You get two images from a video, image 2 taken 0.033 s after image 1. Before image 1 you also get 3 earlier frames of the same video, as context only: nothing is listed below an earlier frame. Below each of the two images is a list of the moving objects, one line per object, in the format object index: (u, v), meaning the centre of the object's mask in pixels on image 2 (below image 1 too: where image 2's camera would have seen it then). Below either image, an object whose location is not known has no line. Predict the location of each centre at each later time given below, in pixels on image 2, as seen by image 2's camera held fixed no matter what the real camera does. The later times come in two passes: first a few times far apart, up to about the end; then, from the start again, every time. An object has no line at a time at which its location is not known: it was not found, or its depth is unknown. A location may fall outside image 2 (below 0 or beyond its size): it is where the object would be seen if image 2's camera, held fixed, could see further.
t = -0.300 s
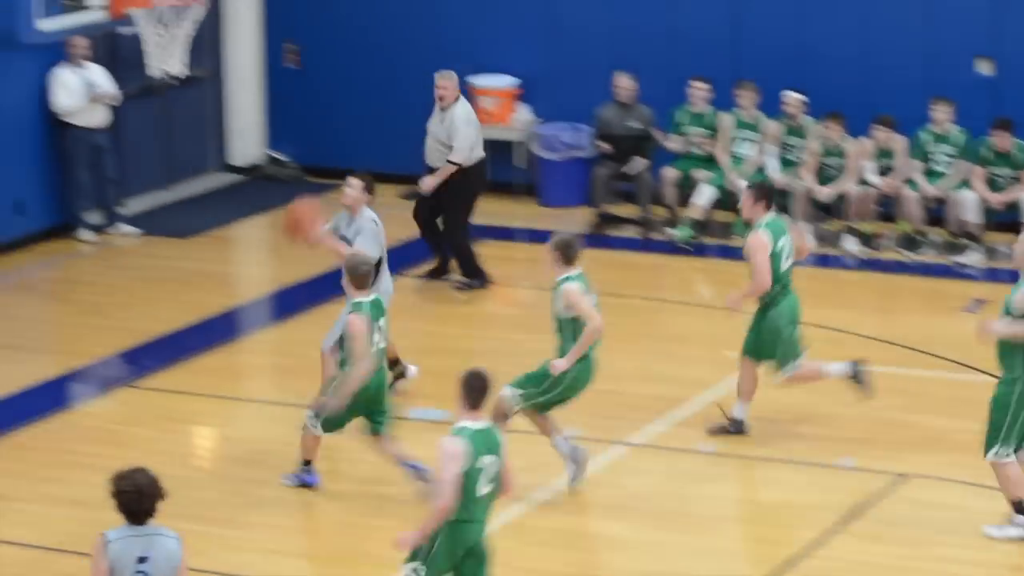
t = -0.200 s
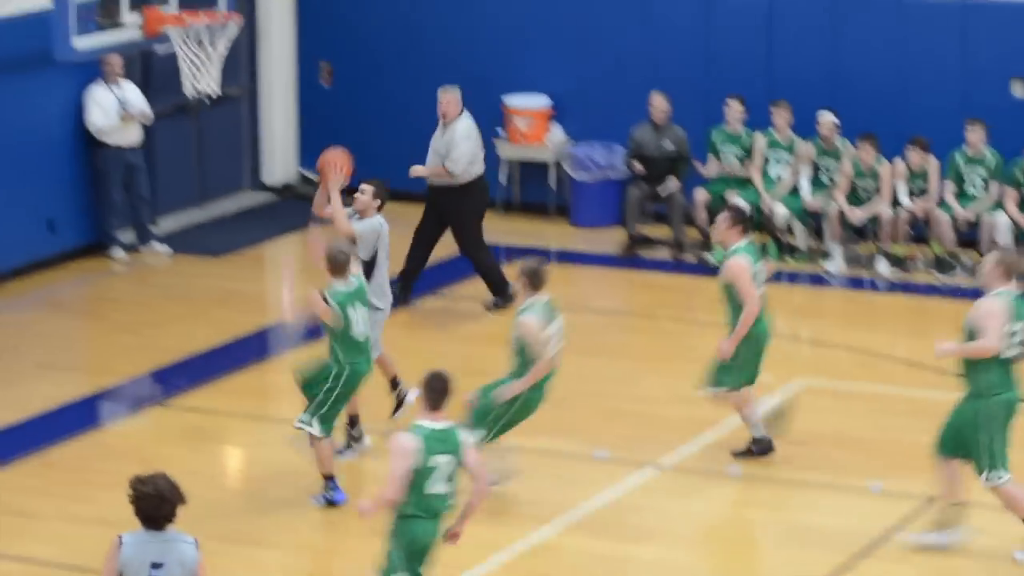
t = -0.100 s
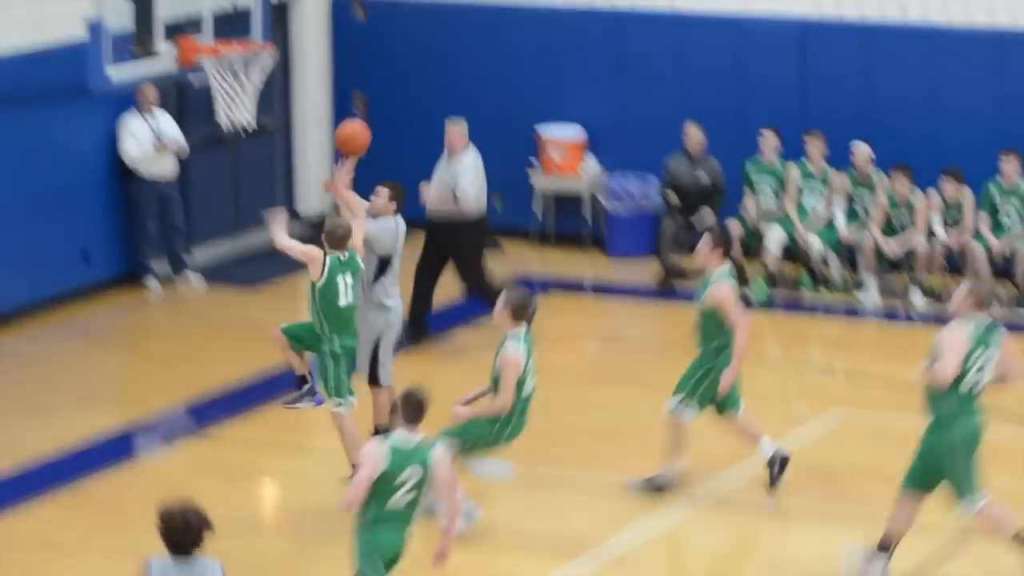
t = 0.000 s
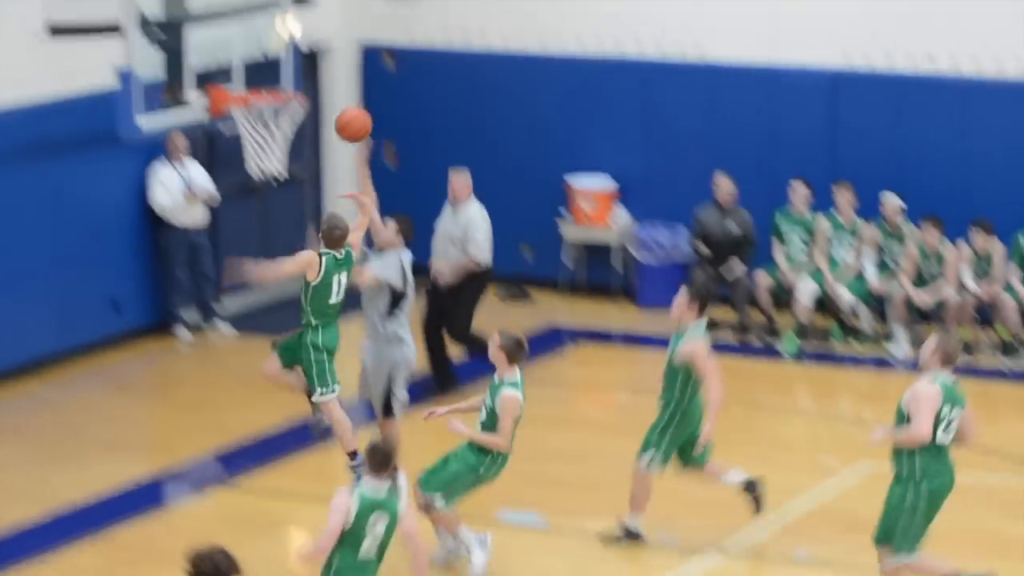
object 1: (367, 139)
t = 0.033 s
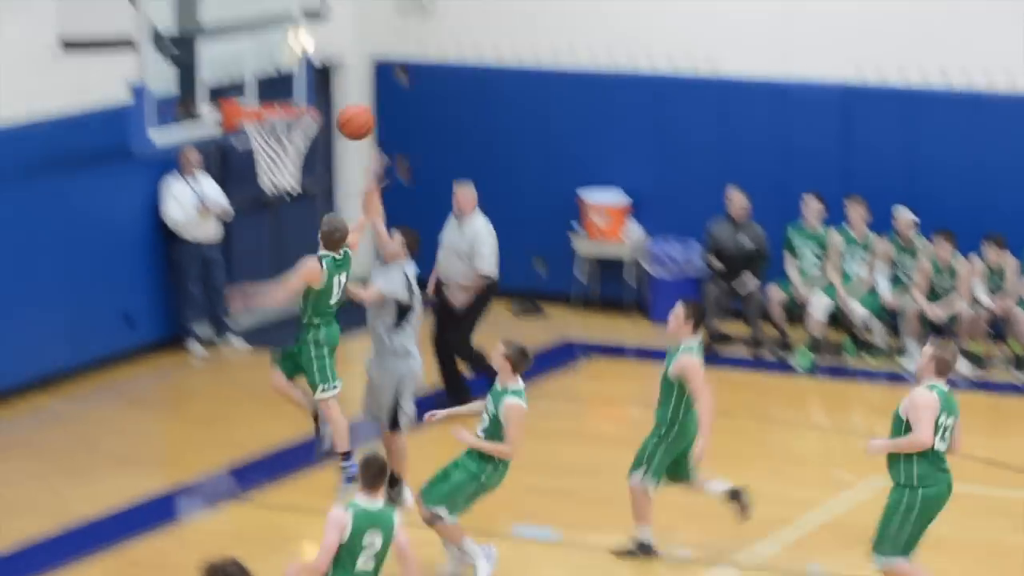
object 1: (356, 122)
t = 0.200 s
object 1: (301, 59)
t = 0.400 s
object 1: (269, 40)
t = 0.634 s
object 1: (281, 101)
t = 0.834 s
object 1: (290, 175)
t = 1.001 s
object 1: (286, 237)
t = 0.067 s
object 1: (344, 107)
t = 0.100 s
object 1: (334, 93)
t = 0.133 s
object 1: (324, 80)
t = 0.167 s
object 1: (312, 68)
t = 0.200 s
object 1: (301, 59)
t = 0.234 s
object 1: (291, 51)
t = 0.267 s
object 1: (279, 45)
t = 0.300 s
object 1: (269, 39)
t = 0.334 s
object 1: (269, 38)
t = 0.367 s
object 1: (268, 38)
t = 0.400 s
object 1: (269, 40)
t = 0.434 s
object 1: (272, 45)
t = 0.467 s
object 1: (272, 52)
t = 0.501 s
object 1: (274, 59)
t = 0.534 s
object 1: (277, 68)
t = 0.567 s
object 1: (278, 78)
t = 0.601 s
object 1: (279, 89)
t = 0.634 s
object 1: (281, 101)
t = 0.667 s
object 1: (284, 118)
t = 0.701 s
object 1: (287, 135)
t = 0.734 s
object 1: (287, 146)
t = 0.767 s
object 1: (286, 151)
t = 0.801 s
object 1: (291, 174)
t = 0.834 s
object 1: (290, 175)
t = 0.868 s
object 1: (288, 181)
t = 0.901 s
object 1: (288, 190)
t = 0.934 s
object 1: (286, 200)
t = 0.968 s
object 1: (286, 217)
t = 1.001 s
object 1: (286, 237)
